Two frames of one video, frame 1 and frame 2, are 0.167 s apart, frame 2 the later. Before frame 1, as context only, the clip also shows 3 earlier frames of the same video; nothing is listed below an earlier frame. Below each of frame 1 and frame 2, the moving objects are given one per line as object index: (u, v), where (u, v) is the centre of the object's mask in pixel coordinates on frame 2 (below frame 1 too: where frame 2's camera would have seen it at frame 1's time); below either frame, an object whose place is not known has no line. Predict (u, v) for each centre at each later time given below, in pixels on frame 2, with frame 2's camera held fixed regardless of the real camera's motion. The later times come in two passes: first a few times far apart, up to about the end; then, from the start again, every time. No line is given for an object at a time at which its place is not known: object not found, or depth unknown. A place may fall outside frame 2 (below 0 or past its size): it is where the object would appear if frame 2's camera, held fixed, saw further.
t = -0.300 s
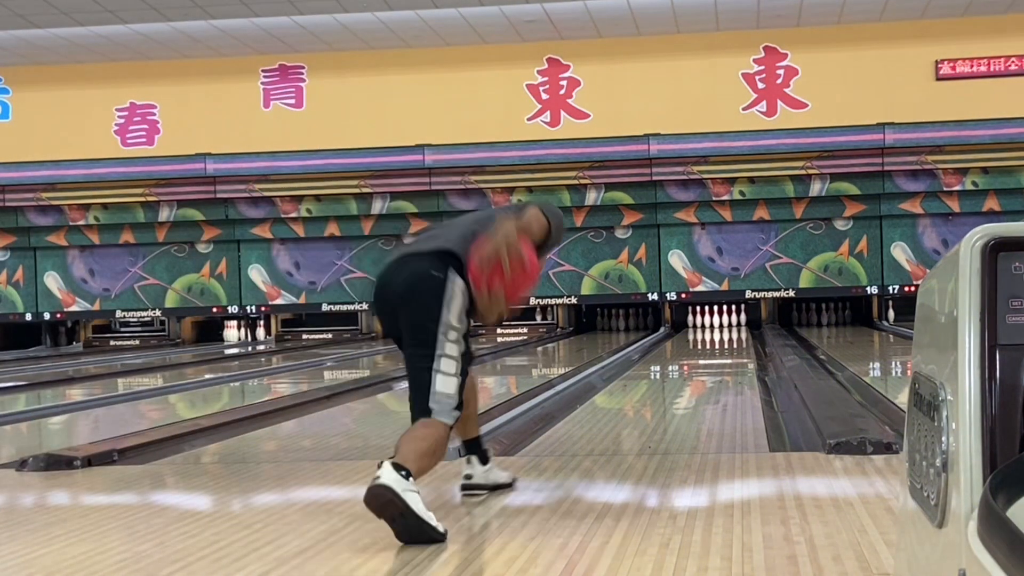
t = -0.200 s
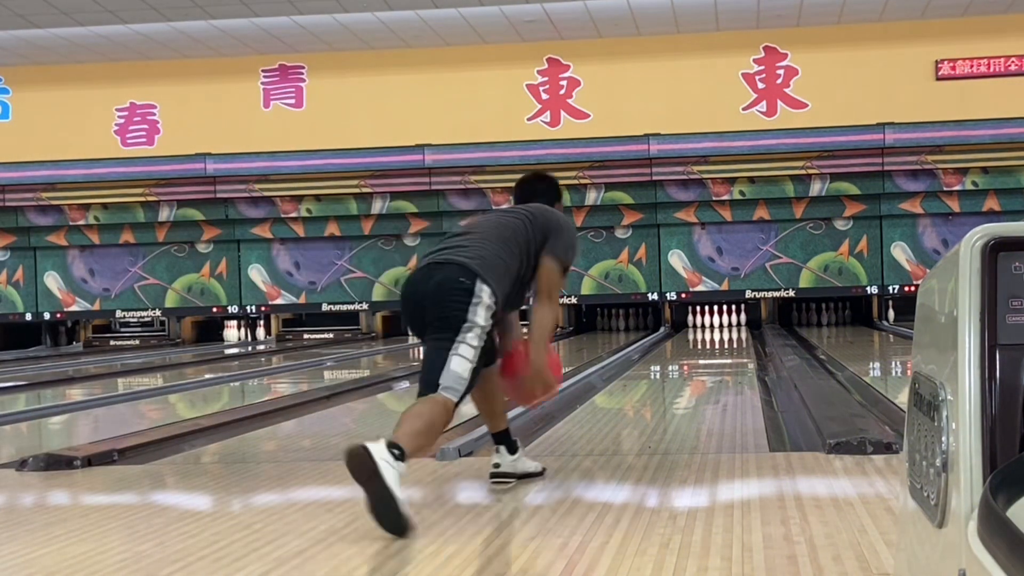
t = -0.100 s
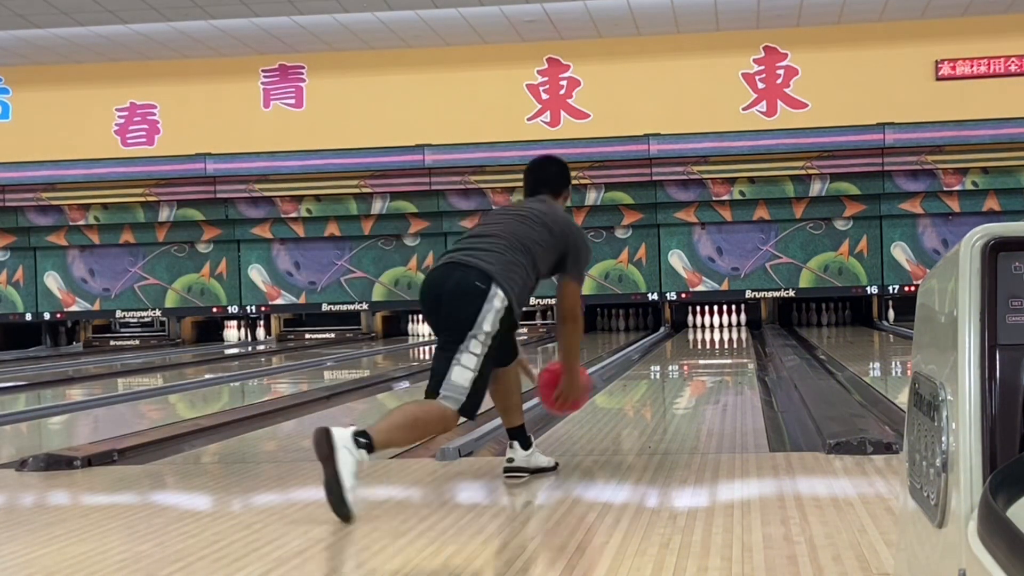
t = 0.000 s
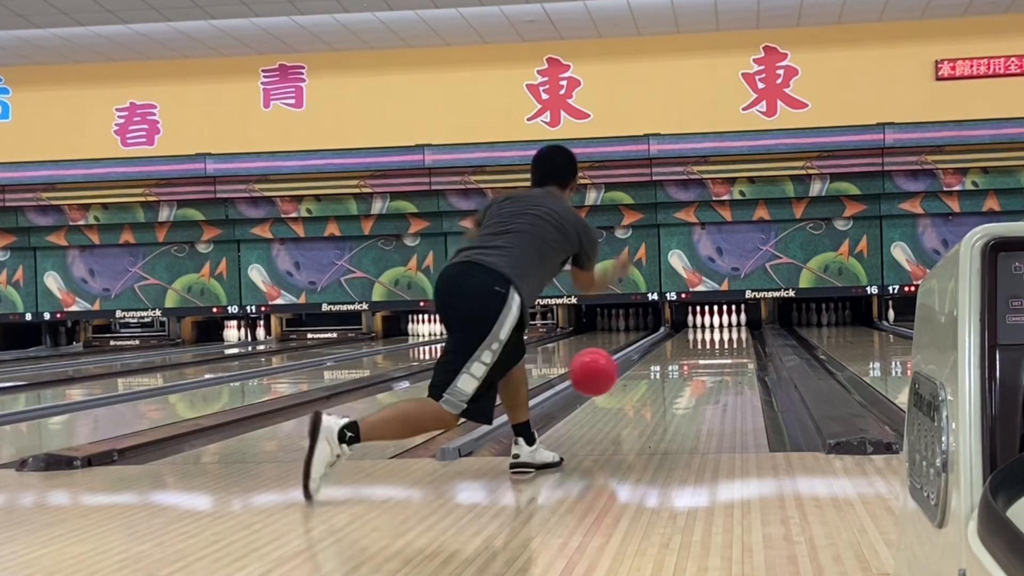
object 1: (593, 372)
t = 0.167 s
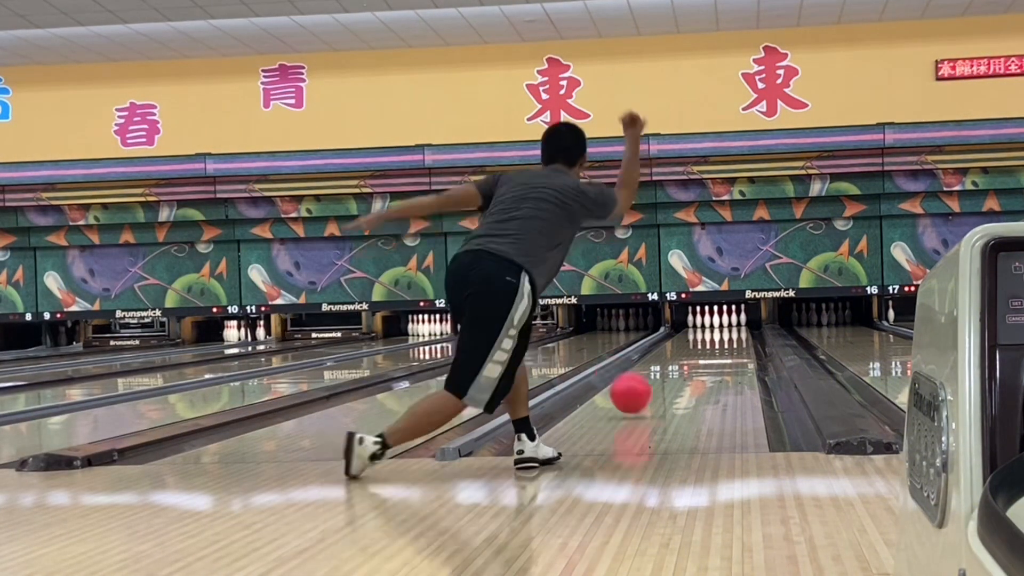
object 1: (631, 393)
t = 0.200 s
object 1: (636, 393)
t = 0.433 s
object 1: (668, 375)
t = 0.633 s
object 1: (687, 363)
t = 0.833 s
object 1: (700, 354)
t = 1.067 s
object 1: (711, 346)
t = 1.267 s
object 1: (718, 341)
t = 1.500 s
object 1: (724, 335)
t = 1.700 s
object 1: (727, 331)
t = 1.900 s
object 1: (728, 328)
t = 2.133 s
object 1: (727, 326)
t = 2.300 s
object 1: (725, 324)
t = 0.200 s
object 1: (636, 393)
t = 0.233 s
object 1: (642, 390)
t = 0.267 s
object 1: (647, 387)
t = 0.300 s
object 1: (652, 384)
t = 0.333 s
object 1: (656, 382)
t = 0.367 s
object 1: (660, 380)
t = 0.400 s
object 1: (665, 377)
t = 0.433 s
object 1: (668, 375)
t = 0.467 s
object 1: (672, 373)
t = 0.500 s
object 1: (675, 370)
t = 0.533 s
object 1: (678, 368)
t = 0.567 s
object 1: (681, 366)
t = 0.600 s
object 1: (684, 364)
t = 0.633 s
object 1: (687, 363)
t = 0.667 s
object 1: (689, 361)
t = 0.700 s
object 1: (692, 359)
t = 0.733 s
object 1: (694, 358)
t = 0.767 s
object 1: (696, 356)
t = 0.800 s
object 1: (698, 355)
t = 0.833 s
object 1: (700, 354)
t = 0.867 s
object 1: (702, 352)
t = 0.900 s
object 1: (703, 351)
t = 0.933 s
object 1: (705, 350)
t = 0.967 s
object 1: (707, 349)
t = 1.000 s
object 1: (708, 348)
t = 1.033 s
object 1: (709, 347)
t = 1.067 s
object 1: (711, 346)
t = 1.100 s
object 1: (712, 345)
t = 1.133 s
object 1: (713, 344)
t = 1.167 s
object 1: (714, 343)
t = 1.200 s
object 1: (715, 342)
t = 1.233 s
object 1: (717, 341)
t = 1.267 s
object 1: (718, 341)
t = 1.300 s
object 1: (719, 340)
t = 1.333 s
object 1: (720, 338)
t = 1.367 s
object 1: (721, 338)
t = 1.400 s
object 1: (721, 337)
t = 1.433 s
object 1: (722, 336)
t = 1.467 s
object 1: (723, 336)
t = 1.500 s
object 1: (724, 335)
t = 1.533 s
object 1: (725, 334)
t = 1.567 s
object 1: (725, 334)
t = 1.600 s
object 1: (725, 333)
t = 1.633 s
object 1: (726, 332)
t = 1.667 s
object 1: (727, 332)
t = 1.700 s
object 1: (727, 331)
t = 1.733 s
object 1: (727, 331)
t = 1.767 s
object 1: (727, 330)
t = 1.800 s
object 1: (728, 330)
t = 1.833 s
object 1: (728, 329)
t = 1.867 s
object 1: (728, 329)
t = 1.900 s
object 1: (728, 328)
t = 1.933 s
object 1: (728, 328)
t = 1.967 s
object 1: (728, 327)
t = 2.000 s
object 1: (728, 327)
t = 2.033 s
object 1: (728, 327)
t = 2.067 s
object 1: (727, 326)
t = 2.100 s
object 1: (727, 326)
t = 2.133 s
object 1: (727, 326)
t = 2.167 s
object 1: (727, 325)
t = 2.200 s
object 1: (727, 325)
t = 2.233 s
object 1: (726, 325)
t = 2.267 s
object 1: (725, 325)
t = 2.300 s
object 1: (725, 324)
